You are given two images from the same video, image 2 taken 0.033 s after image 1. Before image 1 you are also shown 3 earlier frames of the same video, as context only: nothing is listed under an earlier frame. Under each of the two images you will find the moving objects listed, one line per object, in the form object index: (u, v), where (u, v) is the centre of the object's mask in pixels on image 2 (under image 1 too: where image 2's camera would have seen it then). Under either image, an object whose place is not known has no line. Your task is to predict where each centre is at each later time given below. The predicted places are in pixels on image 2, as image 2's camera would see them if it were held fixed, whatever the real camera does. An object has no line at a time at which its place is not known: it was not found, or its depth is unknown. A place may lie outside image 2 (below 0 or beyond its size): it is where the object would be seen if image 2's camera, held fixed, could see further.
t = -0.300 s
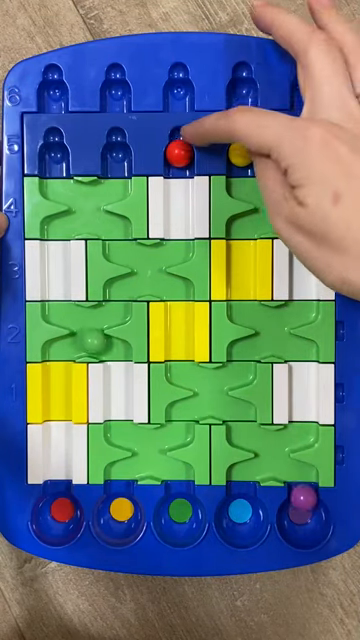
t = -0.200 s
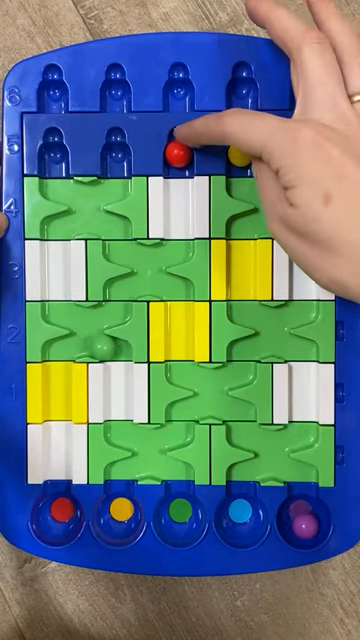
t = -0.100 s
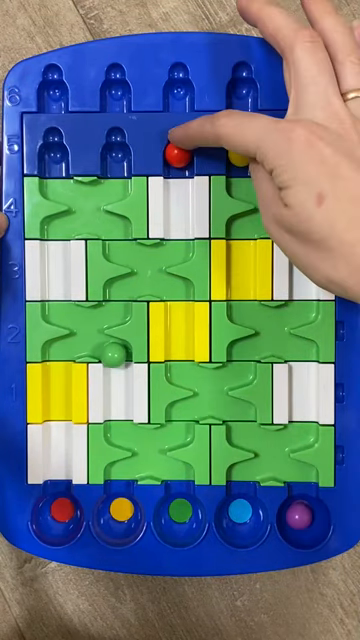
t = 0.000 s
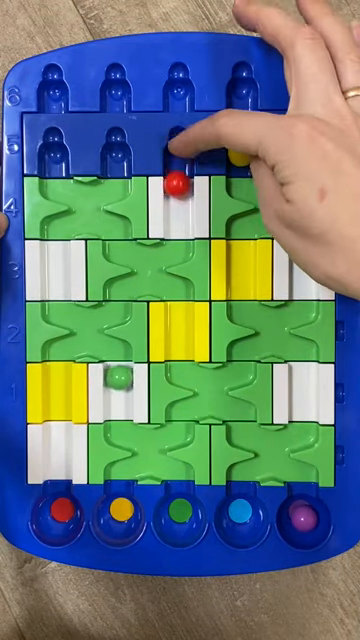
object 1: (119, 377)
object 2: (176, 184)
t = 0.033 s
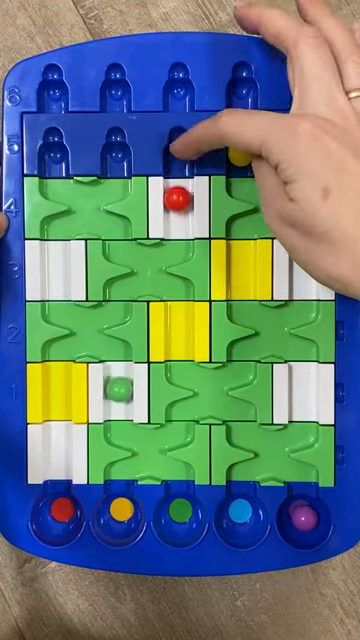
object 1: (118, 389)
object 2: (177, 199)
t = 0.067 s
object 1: (118, 403)
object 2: (177, 213)
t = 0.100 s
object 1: (118, 418)
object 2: (178, 229)
